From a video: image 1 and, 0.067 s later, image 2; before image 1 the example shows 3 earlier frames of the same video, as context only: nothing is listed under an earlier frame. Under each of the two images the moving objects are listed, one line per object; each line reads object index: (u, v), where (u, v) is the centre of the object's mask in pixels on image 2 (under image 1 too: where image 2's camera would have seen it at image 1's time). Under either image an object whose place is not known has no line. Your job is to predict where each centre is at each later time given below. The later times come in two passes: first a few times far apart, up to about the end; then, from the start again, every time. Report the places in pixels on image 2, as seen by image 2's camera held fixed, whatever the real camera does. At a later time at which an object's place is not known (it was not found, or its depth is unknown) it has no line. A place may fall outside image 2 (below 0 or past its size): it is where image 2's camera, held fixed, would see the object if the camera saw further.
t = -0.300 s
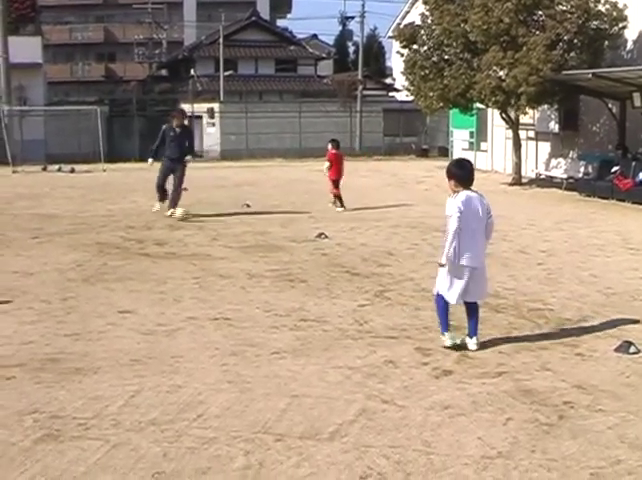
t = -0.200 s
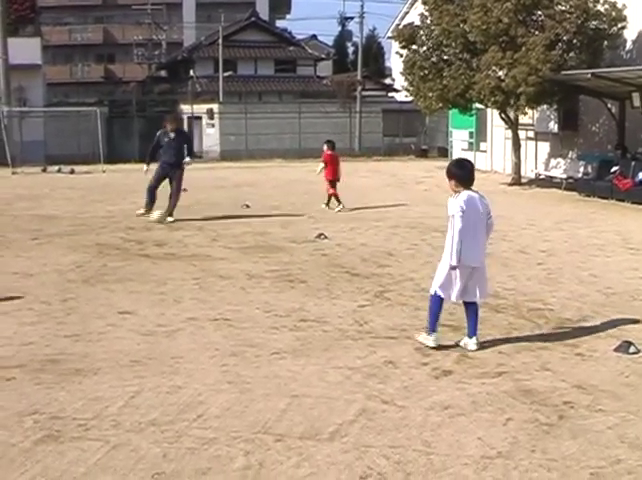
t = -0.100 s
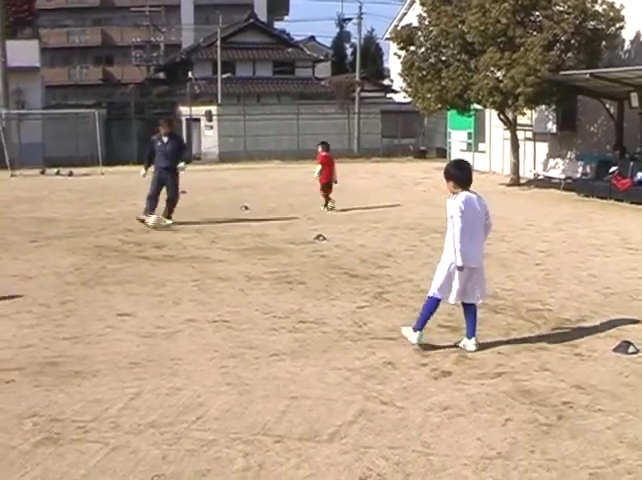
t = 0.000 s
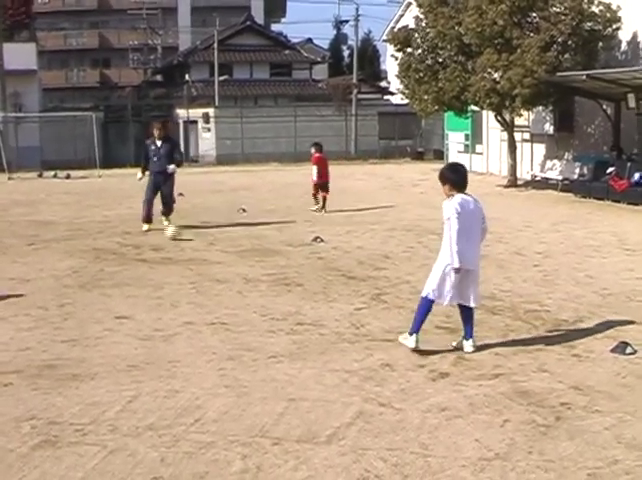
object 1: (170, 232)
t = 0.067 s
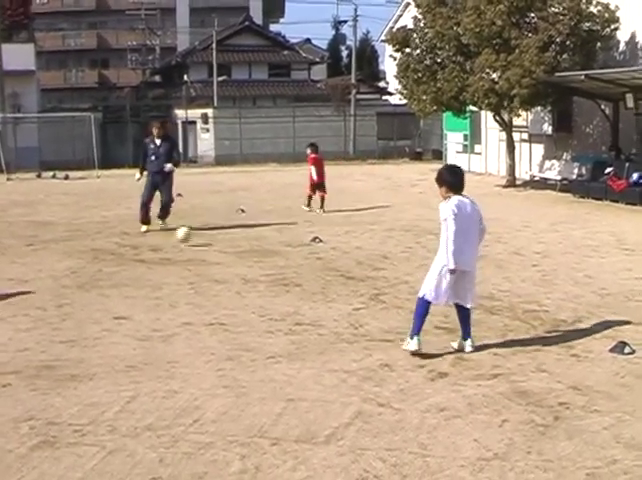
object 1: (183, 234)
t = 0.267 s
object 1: (226, 252)
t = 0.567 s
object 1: (289, 272)
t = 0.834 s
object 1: (357, 300)
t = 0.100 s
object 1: (189, 235)
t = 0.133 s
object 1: (196, 236)
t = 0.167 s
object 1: (203, 240)
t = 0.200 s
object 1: (210, 244)
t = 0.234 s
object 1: (218, 248)
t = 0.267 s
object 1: (226, 252)
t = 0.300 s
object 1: (232, 252)
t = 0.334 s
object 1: (239, 253)
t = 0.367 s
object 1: (245, 254)
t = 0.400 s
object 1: (252, 257)
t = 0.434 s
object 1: (261, 262)
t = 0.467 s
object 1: (268, 266)
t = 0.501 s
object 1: (275, 268)
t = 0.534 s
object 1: (282, 269)
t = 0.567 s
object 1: (289, 272)
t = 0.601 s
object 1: (296, 274)
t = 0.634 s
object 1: (304, 278)
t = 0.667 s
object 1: (313, 283)
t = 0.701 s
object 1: (320, 286)
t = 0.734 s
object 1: (329, 289)
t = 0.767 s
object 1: (338, 293)
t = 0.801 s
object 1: (347, 298)
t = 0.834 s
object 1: (357, 300)
